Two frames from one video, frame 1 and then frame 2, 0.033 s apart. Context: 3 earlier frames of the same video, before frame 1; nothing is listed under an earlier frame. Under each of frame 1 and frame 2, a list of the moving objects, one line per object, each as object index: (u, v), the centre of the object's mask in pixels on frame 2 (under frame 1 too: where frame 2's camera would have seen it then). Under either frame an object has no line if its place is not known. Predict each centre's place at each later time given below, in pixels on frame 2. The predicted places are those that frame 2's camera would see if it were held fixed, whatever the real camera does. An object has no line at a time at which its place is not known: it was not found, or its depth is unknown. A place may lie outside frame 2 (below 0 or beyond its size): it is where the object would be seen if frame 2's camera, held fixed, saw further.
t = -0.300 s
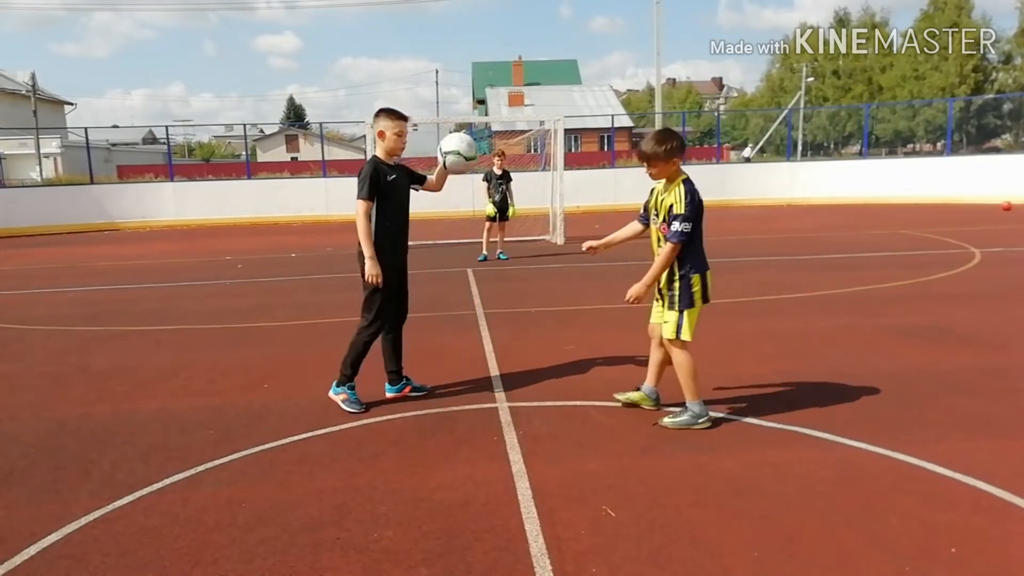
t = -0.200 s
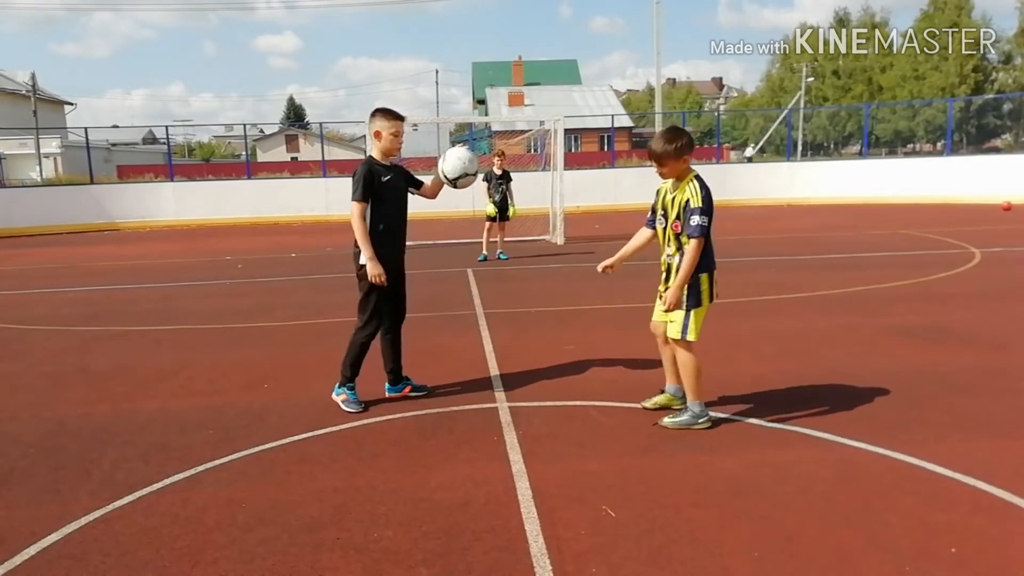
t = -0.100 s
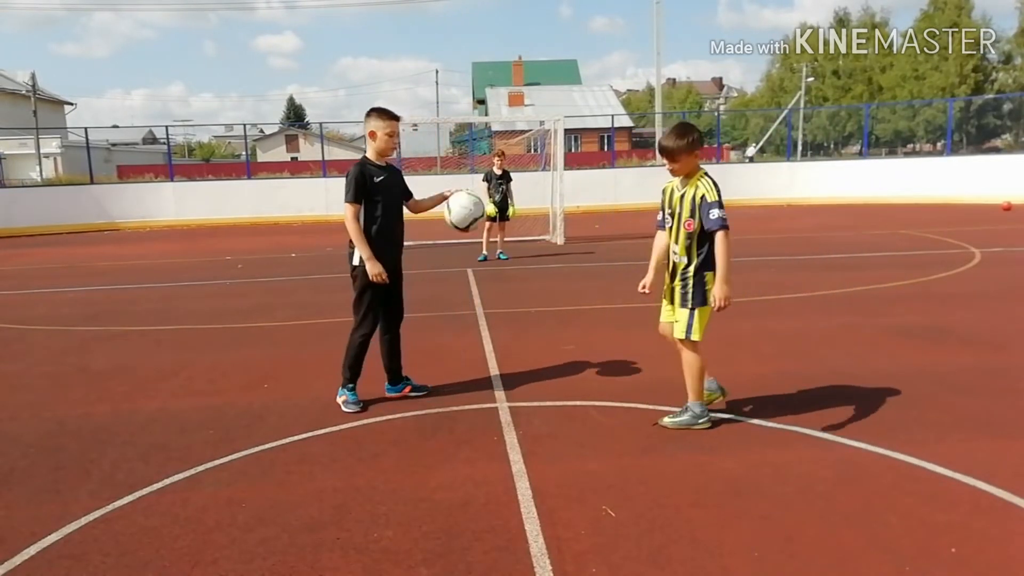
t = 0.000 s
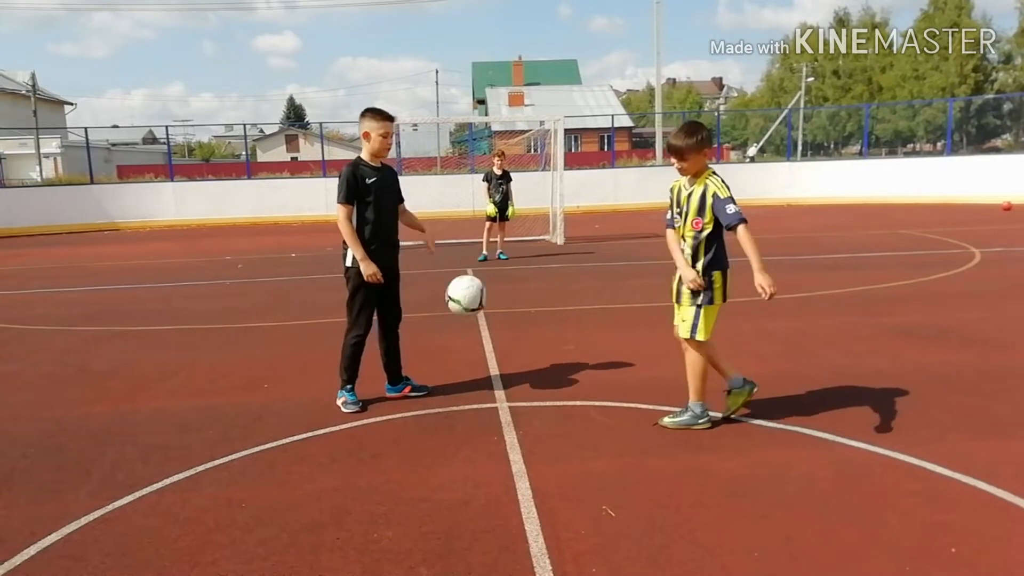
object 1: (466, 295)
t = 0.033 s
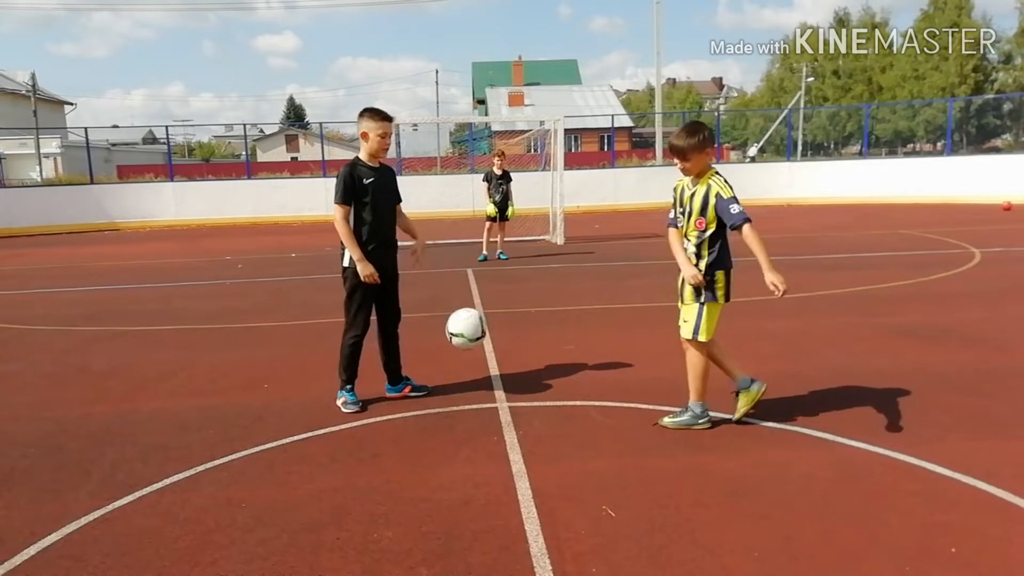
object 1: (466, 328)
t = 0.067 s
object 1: (466, 364)
